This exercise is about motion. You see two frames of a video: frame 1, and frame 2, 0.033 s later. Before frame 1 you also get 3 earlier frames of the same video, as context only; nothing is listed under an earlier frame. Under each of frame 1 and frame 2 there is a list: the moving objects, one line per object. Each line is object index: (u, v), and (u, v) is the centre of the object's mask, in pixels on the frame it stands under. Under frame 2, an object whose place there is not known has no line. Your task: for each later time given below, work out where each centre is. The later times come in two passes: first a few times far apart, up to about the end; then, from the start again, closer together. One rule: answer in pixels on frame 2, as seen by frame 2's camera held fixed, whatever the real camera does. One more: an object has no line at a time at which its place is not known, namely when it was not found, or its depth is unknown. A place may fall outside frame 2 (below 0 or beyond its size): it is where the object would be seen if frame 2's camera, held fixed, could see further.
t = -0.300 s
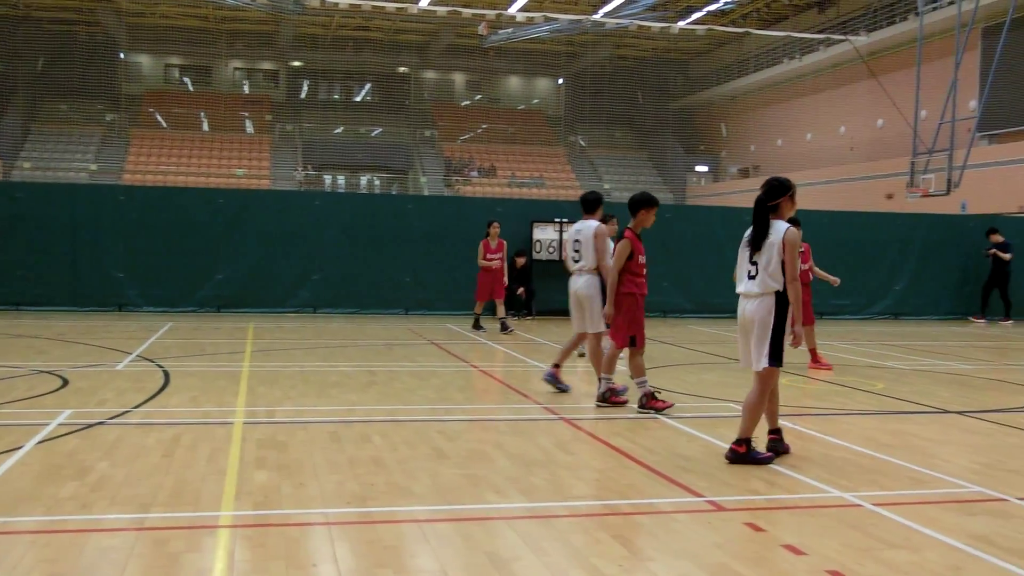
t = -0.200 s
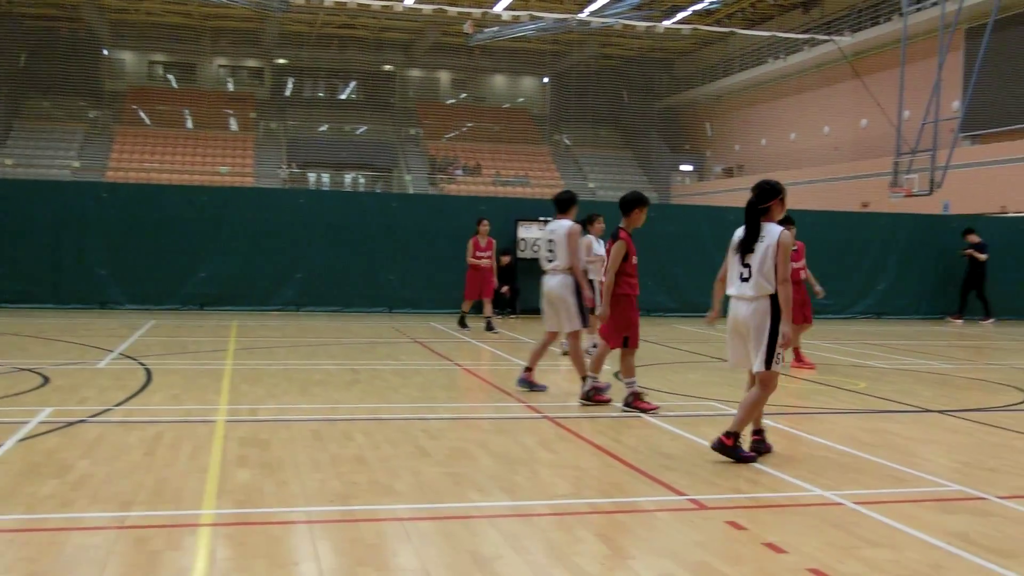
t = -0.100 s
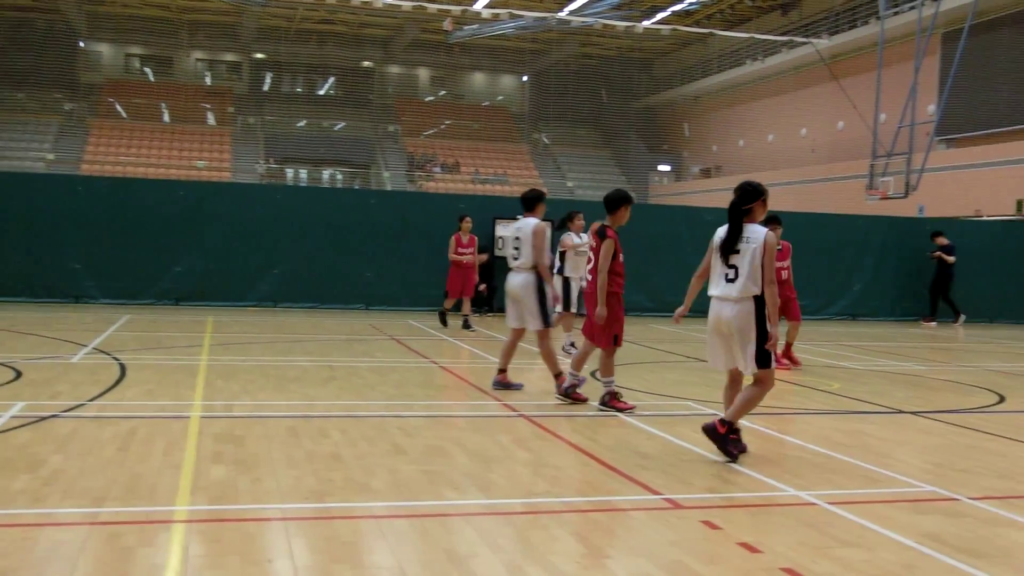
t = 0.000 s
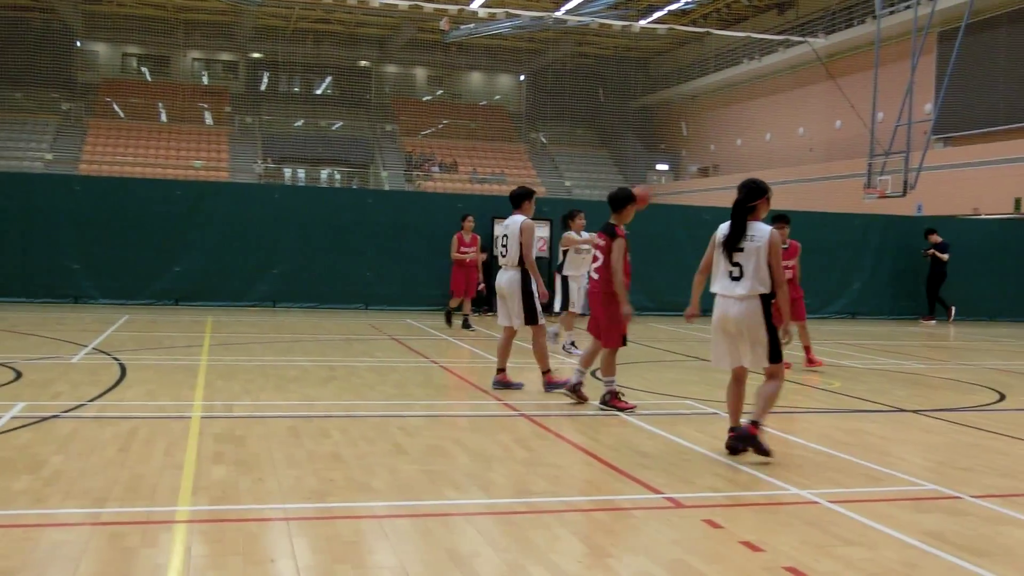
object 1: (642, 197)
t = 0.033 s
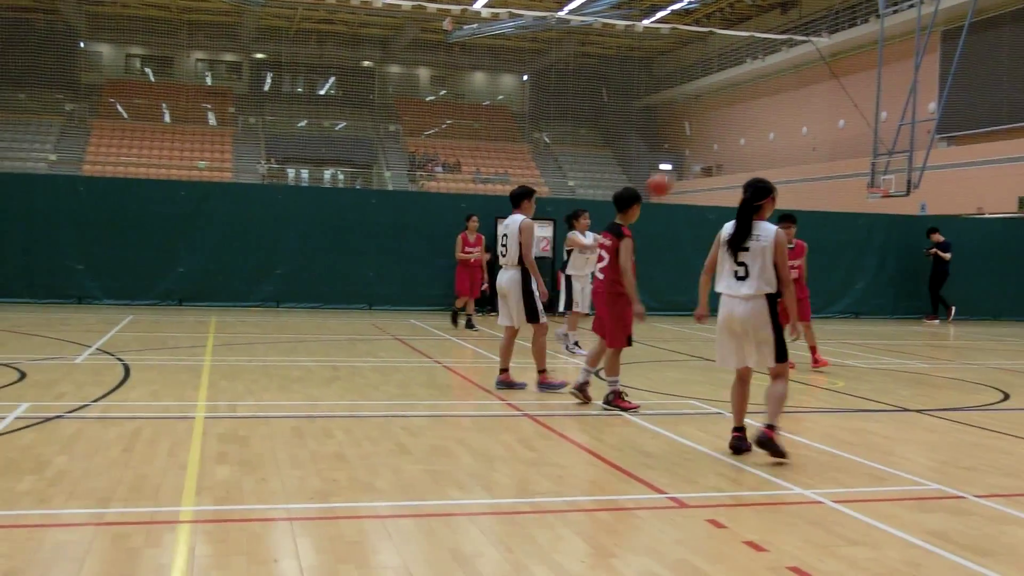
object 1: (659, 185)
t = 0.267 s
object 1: (784, 131)
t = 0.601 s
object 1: (1017, 147)
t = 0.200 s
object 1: (745, 142)
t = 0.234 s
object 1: (764, 136)
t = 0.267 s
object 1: (784, 131)
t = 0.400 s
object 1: (867, 122)
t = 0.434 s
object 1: (891, 122)
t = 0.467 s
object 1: (914, 124)
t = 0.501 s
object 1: (938, 128)
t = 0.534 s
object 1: (963, 132)
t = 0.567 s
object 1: (989, 139)
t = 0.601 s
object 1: (1017, 147)
